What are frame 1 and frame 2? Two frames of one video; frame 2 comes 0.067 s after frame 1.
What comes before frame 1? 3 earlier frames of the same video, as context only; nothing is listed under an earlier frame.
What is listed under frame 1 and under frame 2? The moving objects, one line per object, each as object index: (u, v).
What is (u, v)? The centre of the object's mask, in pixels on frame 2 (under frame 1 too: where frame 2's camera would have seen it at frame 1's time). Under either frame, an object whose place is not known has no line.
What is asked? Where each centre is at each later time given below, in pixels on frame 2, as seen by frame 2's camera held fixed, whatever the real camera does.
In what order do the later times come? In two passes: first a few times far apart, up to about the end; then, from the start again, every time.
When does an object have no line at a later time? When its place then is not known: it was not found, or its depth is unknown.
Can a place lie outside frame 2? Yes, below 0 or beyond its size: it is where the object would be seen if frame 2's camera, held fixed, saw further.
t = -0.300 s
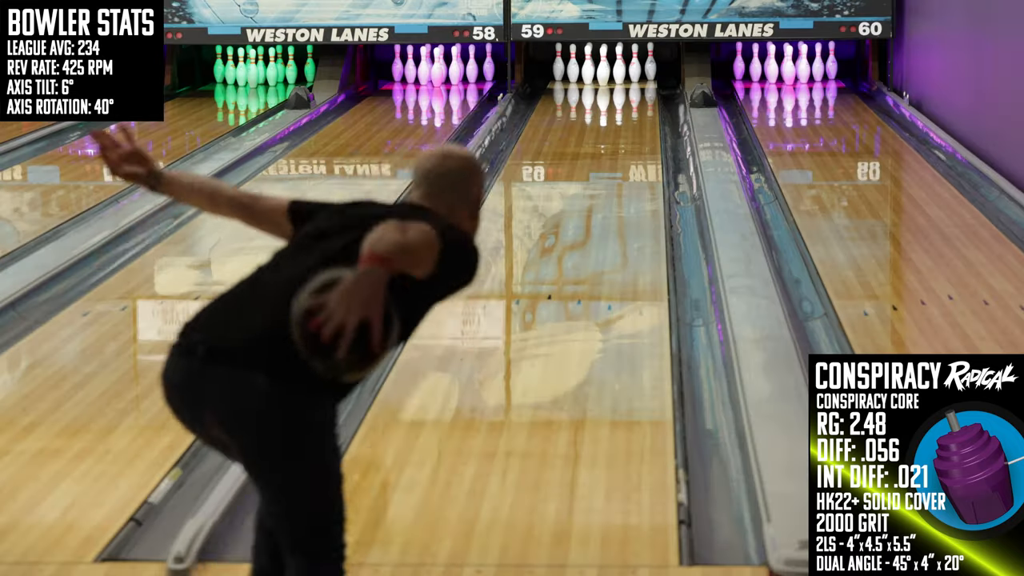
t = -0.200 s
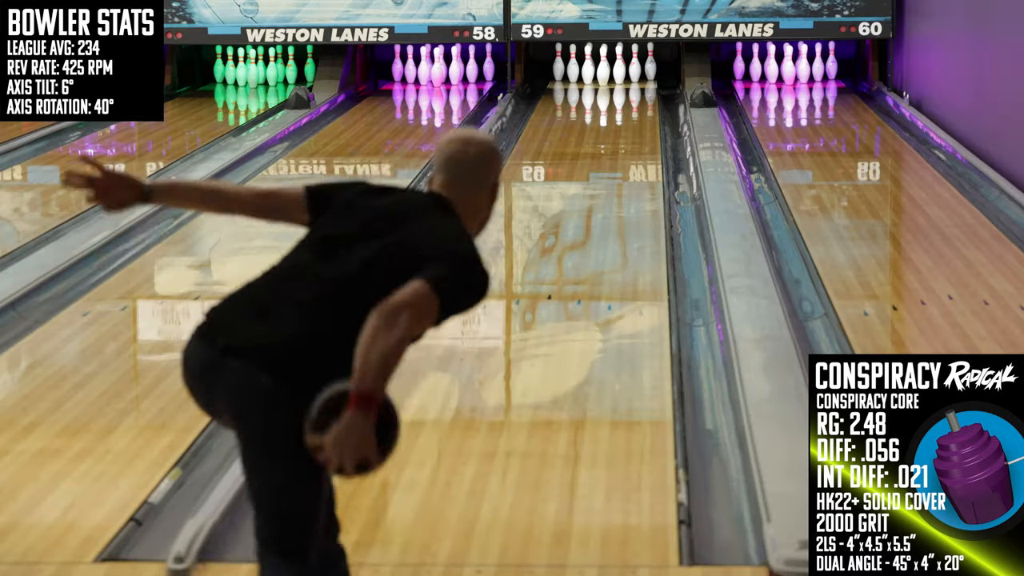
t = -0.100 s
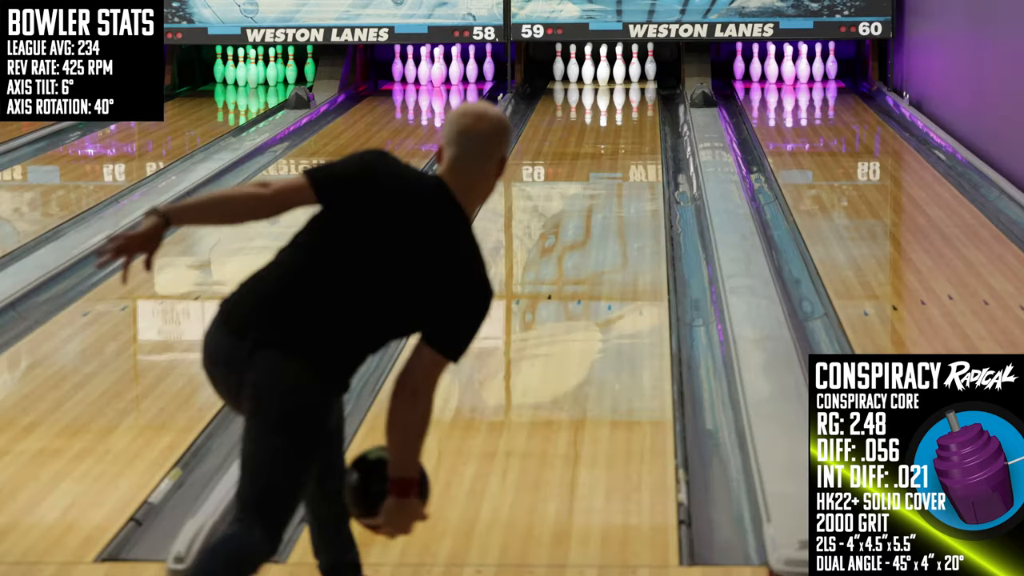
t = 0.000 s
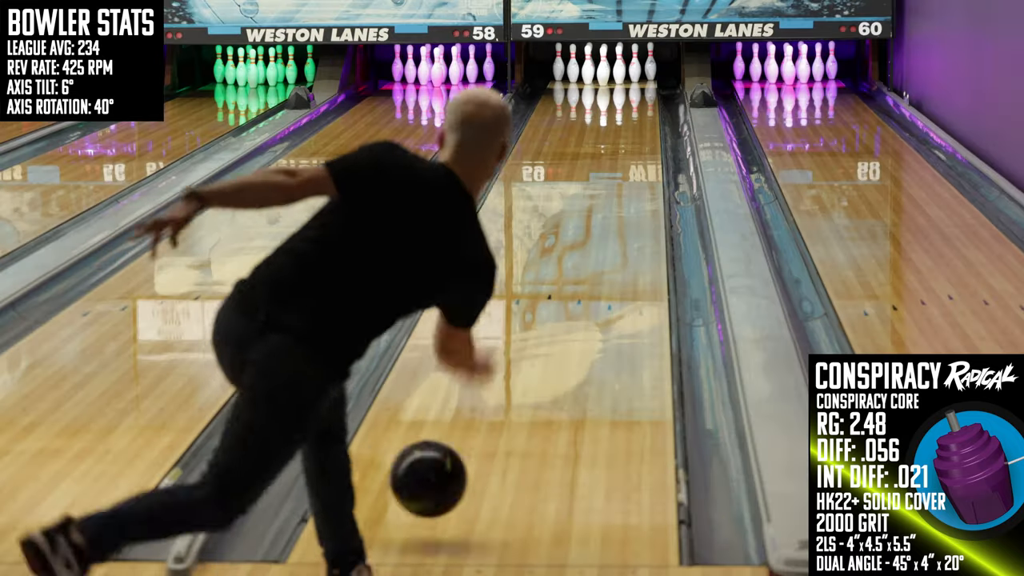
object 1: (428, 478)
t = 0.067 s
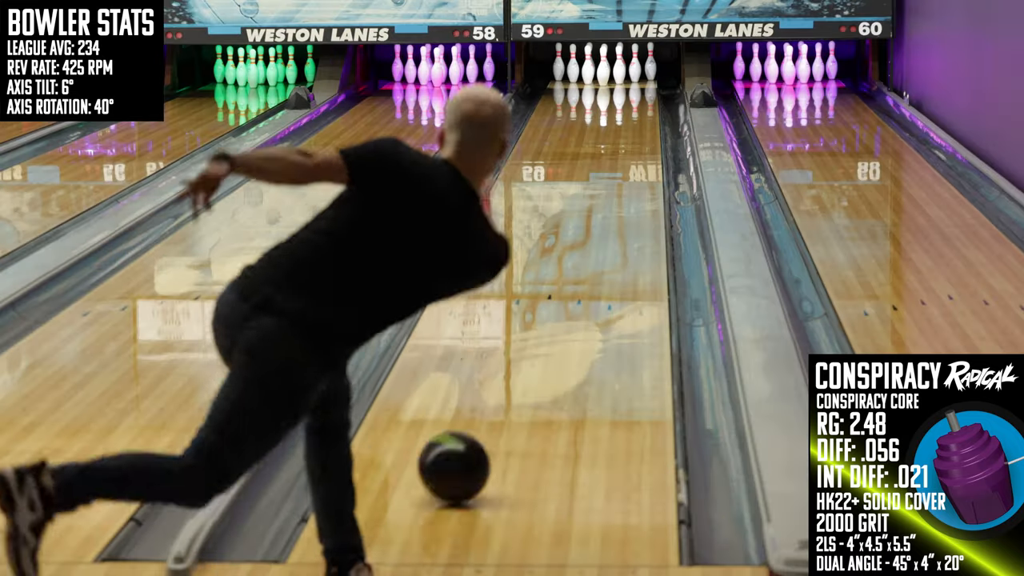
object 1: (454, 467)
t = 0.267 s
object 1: (510, 373)
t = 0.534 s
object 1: (561, 287)
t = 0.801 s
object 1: (594, 228)
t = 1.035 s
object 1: (614, 190)
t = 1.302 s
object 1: (631, 156)
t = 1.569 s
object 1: (640, 129)
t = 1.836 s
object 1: (640, 109)
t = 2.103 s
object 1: (631, 92)
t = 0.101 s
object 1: (465, 447)
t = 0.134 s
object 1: (475, 431)
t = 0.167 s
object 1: (485, 417)
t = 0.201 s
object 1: (494, 401)
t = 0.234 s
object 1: (502, 386)
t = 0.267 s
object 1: (510, 373)
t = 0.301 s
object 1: (518, 360)
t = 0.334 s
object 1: (525, 348)
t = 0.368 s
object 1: (532, 336)
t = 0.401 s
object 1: (538, 326)
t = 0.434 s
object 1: (544, 315)
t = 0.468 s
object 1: (550, 305)
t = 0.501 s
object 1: (556, 296)
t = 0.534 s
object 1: (561, 287)
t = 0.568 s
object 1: (566, 278)
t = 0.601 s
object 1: (562, 283)
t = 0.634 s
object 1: (581, 257)
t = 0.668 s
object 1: (579, 255)
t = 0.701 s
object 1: (583, 247)
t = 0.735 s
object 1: (587, 241)
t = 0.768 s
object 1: (590, 234)
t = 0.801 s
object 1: (594, 228)
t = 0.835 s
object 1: (597, 222)
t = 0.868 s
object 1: (600, 216)
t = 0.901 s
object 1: (603, 210)
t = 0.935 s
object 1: (606, 205)
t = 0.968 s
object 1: (610, 199)
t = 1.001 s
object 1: (612, 194)
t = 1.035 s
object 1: (614, 190)
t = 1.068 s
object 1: (617, 185)
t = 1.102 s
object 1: (619, 180)
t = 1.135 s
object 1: (622, 176)
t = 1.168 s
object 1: (624, 171)
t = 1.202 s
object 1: (626, 167)
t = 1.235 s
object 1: (627, 163)
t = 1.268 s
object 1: (629, 159)
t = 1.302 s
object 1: (631, 156)
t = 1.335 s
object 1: (633, 152)
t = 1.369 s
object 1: (634, 149)
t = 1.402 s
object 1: (635, 145)
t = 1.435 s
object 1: (636, 142)
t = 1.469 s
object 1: (637, 138)
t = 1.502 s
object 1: (638, 135)
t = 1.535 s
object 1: (639, 132)
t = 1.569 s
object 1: (640, 129)
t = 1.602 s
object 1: (640, 127)
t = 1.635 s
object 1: (641, 124)
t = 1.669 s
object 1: (641, 121)
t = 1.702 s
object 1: (641, 119)
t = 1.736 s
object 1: (641, 116)
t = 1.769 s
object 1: (641, 113)
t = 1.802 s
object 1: (641, 111)
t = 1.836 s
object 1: (640, 109)
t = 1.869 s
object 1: (640, 107)
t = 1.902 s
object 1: (639, 104)
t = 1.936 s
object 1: (638, 102)
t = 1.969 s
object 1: (637, 100)
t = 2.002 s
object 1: (635, 98)
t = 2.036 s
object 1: (634, 96)
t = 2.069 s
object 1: (632, 94)
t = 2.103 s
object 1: (631, 92)
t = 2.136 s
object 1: (628, 90)
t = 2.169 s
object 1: (626, 88)
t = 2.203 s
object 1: (623, 87)
